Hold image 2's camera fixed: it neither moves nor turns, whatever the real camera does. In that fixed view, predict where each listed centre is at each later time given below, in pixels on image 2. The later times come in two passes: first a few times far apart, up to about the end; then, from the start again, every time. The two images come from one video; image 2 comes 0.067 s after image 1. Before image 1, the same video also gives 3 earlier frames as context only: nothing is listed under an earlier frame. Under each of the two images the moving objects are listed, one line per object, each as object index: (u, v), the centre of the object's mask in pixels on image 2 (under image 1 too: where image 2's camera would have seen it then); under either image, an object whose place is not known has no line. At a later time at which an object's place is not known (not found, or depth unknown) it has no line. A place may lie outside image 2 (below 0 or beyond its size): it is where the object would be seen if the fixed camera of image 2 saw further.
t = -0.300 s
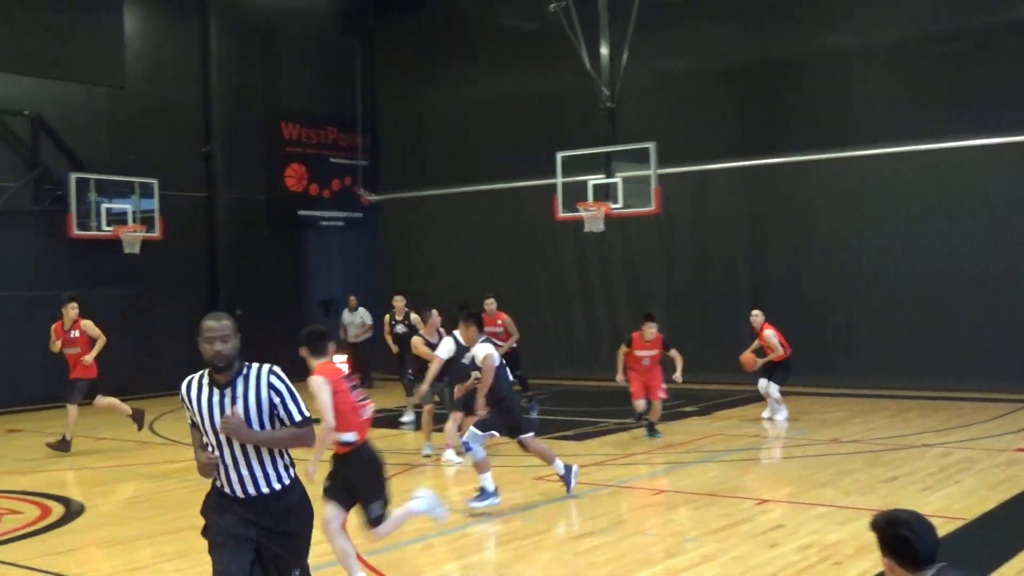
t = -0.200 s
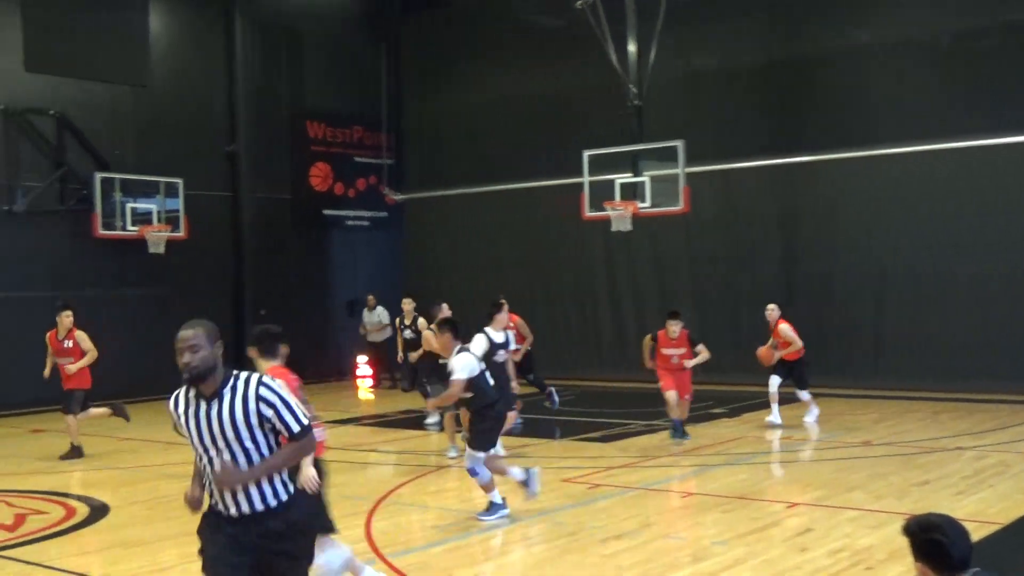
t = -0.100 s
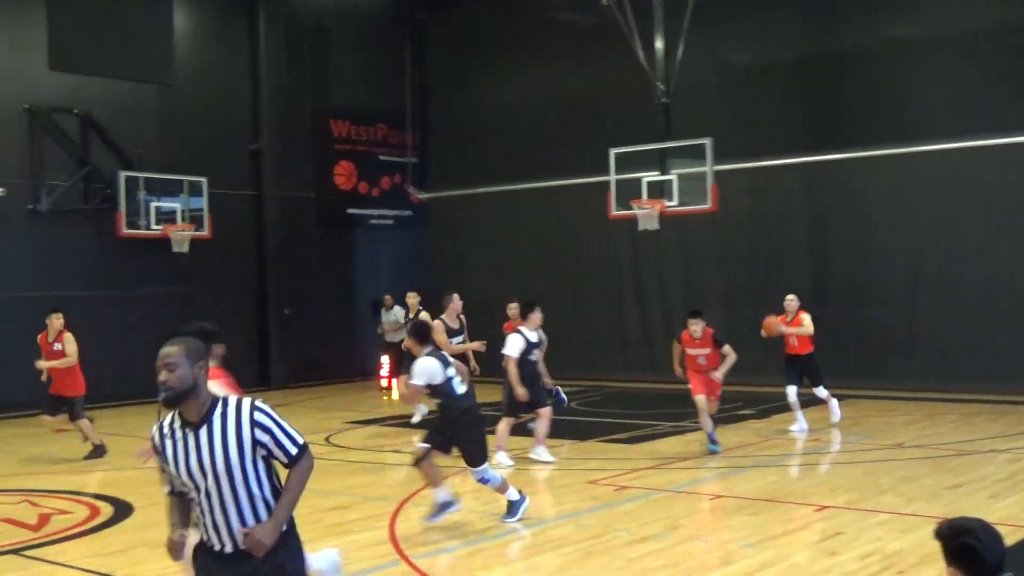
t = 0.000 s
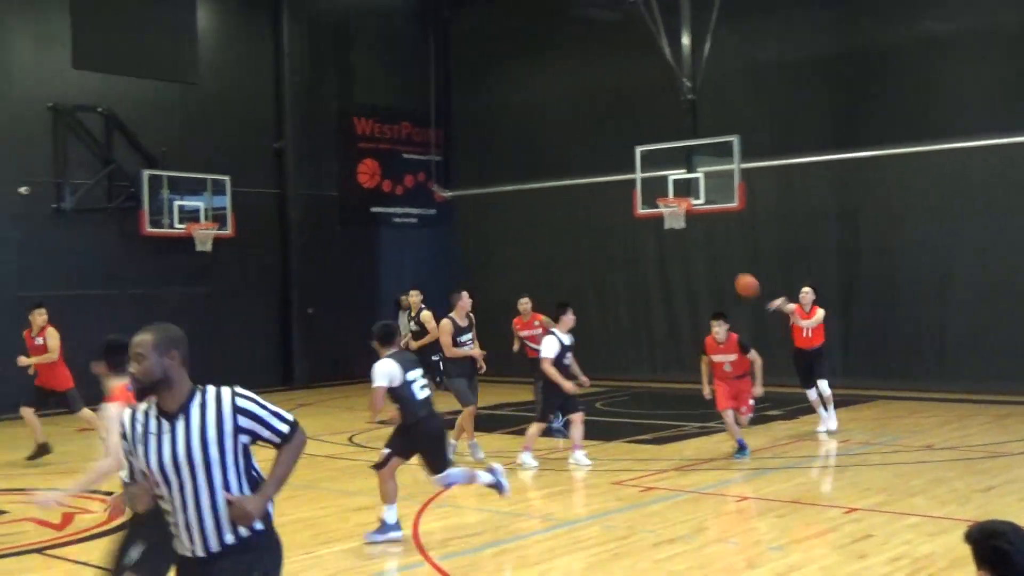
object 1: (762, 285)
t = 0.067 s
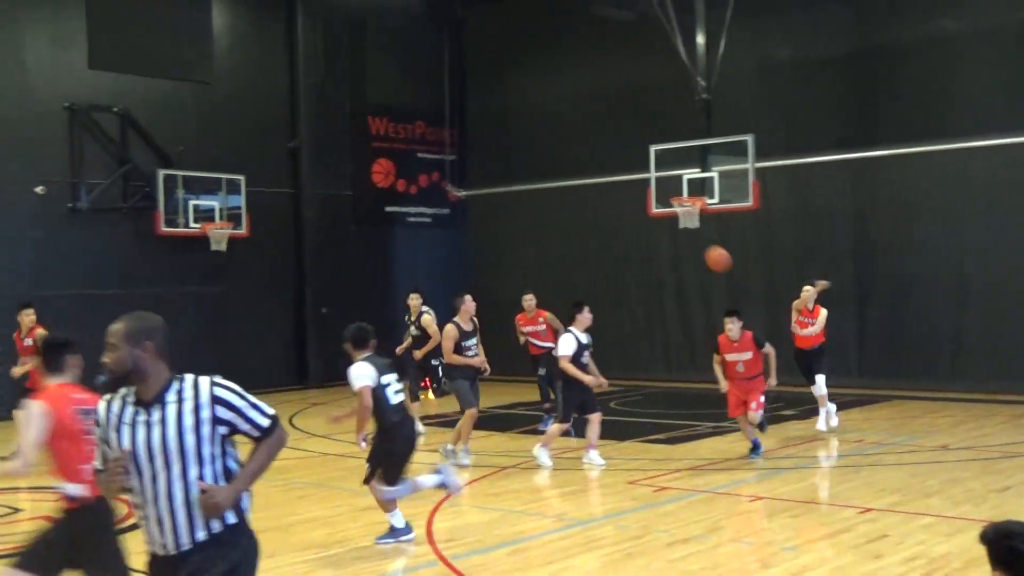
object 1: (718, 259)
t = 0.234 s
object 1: (586, 197)
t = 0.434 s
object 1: (363, 131)
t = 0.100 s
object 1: (694, 246)
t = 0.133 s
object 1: (669, 233)
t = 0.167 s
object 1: (642, 221)
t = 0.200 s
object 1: (615, 208)
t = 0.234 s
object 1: (586, 197)
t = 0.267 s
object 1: (553, 184)
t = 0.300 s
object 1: (519, 172)
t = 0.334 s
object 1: (484, 163)
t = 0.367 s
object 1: (447, 152)
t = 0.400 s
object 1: (406, 141)
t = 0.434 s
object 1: (363, 131)
